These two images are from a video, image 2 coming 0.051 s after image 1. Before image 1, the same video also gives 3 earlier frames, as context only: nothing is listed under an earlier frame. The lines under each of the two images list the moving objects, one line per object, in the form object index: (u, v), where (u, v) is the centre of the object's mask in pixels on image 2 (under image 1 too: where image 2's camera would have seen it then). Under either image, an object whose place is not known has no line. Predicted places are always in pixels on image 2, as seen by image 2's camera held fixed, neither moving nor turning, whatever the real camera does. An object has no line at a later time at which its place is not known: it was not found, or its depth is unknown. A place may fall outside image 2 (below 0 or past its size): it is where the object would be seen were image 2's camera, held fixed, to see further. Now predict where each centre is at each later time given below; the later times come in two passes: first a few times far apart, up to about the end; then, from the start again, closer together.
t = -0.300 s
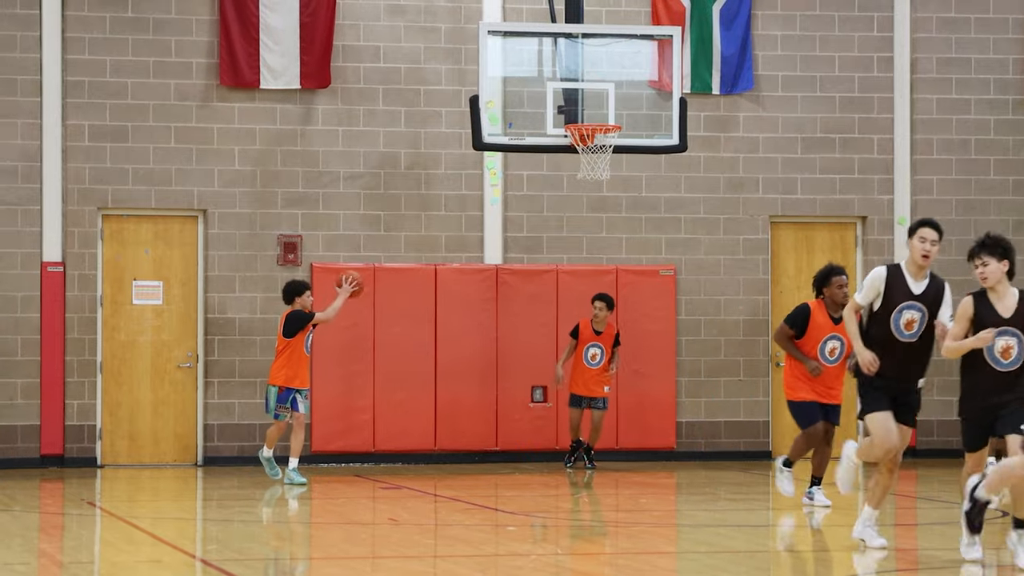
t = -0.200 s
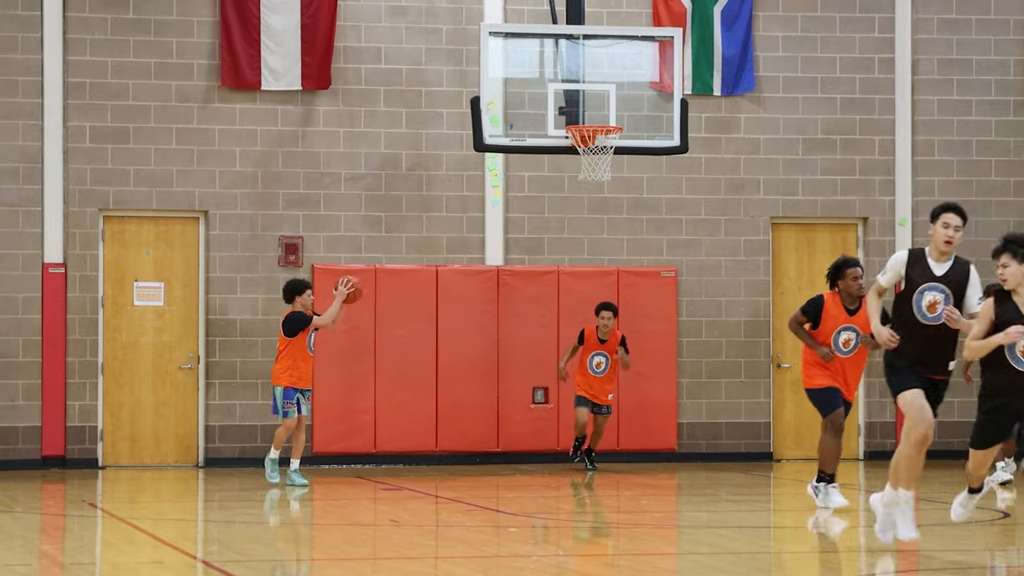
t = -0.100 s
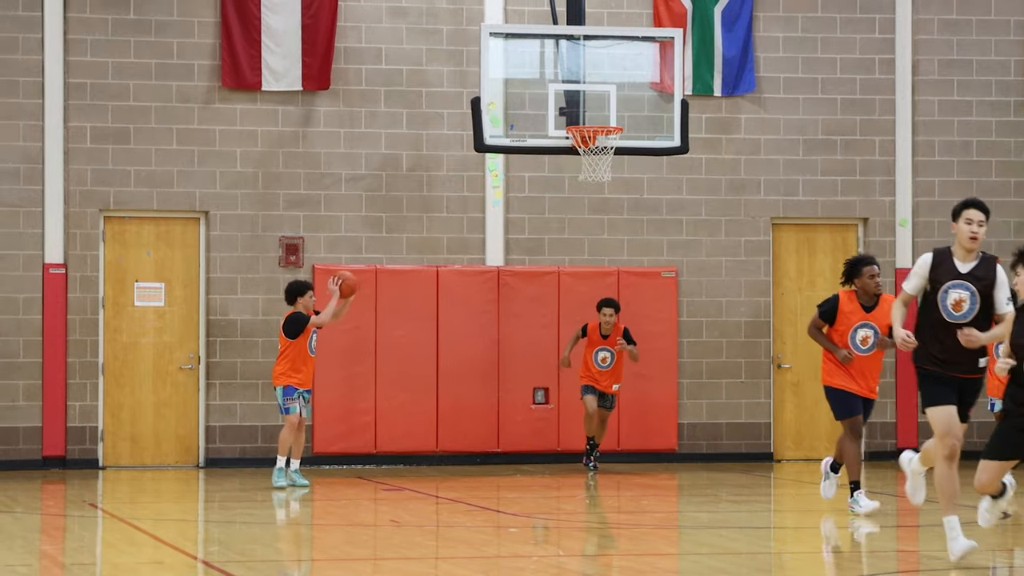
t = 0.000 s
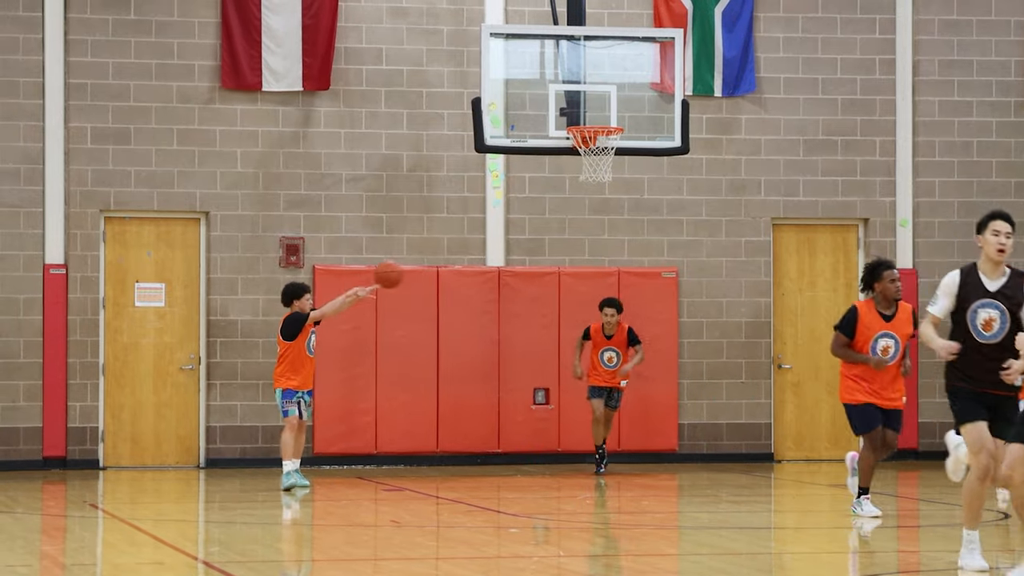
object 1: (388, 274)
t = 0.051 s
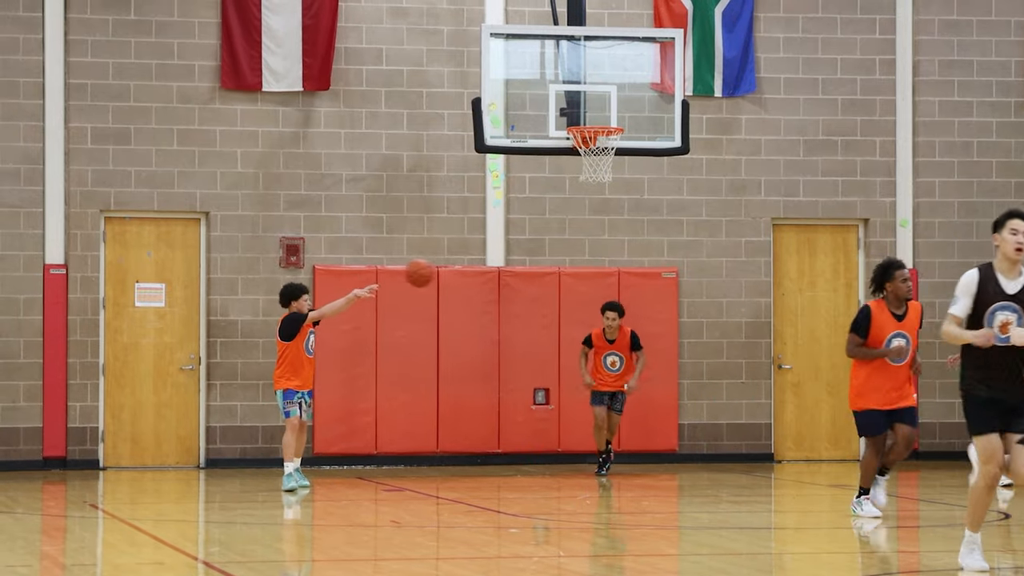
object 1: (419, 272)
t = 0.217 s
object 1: (522, 288)
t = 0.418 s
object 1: (647, 351)
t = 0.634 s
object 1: (789, 479)
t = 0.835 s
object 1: (850, 392)
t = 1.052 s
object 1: (916, 340)
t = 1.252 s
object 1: (978, 344)
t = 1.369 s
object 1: (1009, 369)
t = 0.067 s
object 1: (429, 273)
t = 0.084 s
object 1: (439, 274)
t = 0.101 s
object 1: (449, 274)
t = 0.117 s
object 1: (459, 275)
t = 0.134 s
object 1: (470, 277)
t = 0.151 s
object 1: (480, 279)
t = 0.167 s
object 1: (491, 280)
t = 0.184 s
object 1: (501, 283)
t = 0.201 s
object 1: (512, 285)
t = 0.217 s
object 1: (522, 288)
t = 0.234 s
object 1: (532, 292)
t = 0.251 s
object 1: (543, 295)
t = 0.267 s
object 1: (553, 300)
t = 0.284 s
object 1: (563, 304)
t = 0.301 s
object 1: (574, 309)
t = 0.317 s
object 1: (585, 314)
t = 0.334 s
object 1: (595, 319)
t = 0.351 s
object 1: (605, 325)
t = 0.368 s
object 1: (615, 332)
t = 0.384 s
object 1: (626, 338)
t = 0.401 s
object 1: (638, 345)
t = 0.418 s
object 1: (647, 351)
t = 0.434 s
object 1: (658, 360)
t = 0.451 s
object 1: (672, 368)
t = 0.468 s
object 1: (680, 376)
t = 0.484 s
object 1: (692, 384)
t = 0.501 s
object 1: (702, 394)
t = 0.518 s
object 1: (713, 403)
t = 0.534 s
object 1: (724, 413)
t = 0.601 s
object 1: (767, 456)
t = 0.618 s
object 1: (778, 467)
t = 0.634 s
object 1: (789, 479)
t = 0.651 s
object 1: (797, 480)
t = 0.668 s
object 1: (801, 470)
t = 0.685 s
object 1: (806, 460)
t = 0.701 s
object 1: (811, 451)
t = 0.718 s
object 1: (816, 443)
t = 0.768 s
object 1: (831, 419)
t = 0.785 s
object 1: (836, 411)
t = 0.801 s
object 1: (841, 404)
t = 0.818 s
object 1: (845, 398)
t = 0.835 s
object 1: (850, 392)
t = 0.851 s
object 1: (855, 385)
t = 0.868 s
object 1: (860, 379)
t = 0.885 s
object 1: (866, 374)
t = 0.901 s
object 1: (870, 369)
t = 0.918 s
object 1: (875, 365)
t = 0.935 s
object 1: (881, 360)
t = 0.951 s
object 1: (885, 357)
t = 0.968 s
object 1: (891, 353)
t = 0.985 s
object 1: (895, 349)
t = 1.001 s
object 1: (901, 346)
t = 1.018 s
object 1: (906, 343)
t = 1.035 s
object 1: (911, 341)
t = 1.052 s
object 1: (916, 340)
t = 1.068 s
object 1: (921, 338)
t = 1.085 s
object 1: (926, 337)
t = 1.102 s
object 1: (931, 336)
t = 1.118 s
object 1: (937, 336)
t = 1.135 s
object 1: (942, 335)
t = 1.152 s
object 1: (947, 336)
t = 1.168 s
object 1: (952, 336)
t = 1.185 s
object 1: (957, 337)
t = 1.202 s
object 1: (962, 338)
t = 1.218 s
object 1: (967, 340)
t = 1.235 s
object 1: (972, 342)
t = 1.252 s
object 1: (978, 344)
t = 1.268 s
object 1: (983, 347)
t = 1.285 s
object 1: (988, 349)
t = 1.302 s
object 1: (993, 353)
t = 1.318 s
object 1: (998, 356)
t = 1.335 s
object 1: (1003, 360)
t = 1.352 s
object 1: (1006, 364)
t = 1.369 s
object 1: (1009, 369)
